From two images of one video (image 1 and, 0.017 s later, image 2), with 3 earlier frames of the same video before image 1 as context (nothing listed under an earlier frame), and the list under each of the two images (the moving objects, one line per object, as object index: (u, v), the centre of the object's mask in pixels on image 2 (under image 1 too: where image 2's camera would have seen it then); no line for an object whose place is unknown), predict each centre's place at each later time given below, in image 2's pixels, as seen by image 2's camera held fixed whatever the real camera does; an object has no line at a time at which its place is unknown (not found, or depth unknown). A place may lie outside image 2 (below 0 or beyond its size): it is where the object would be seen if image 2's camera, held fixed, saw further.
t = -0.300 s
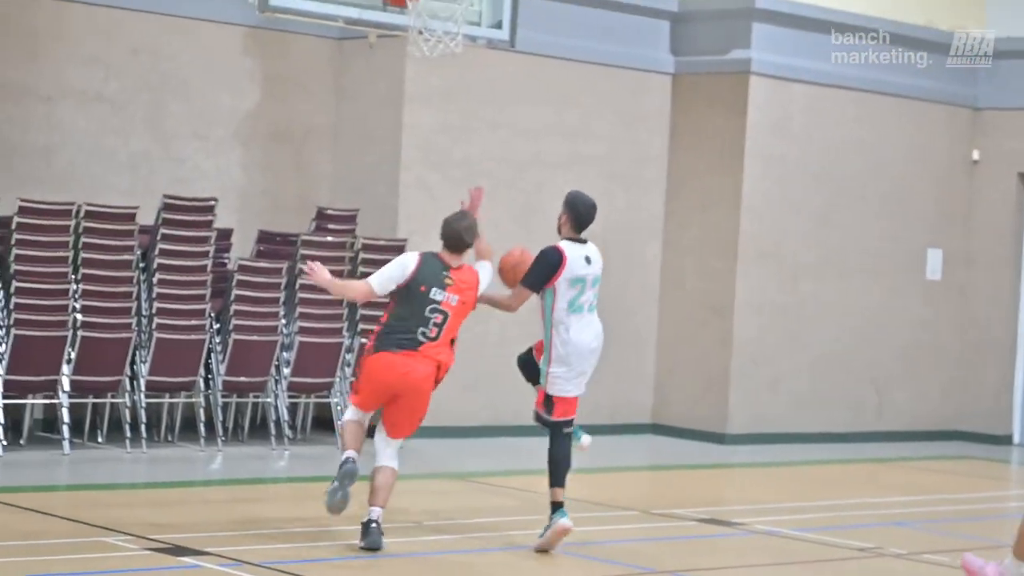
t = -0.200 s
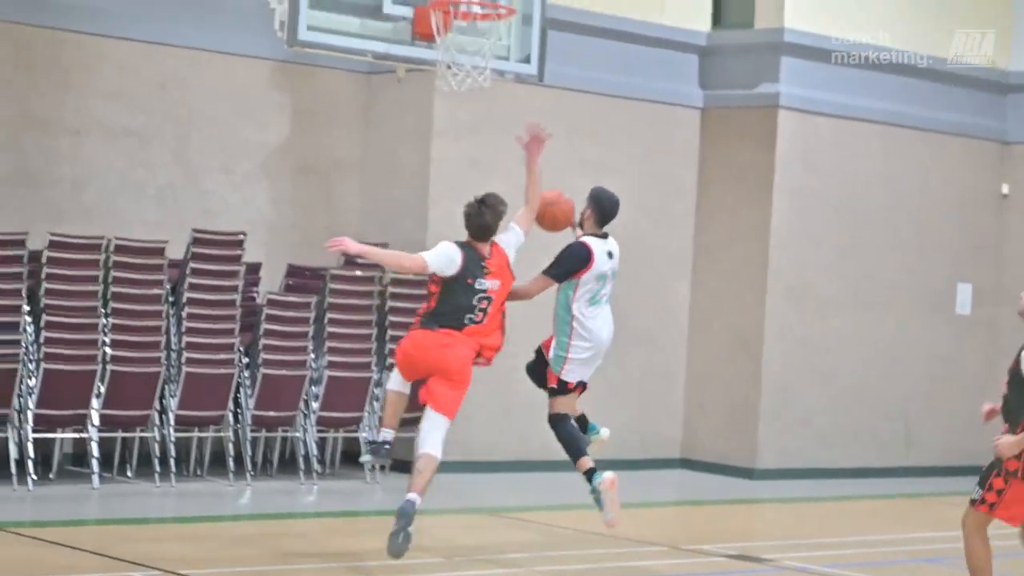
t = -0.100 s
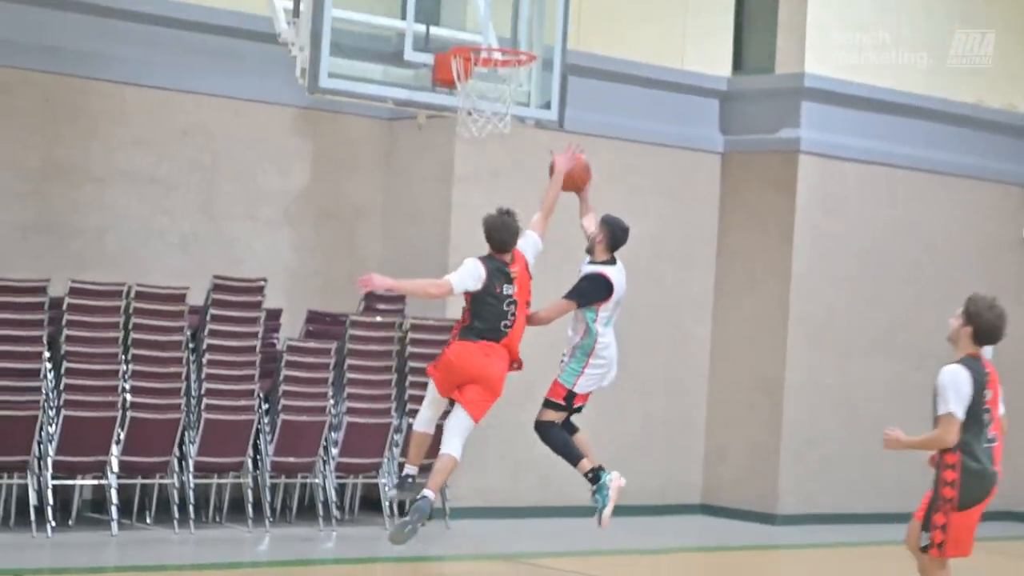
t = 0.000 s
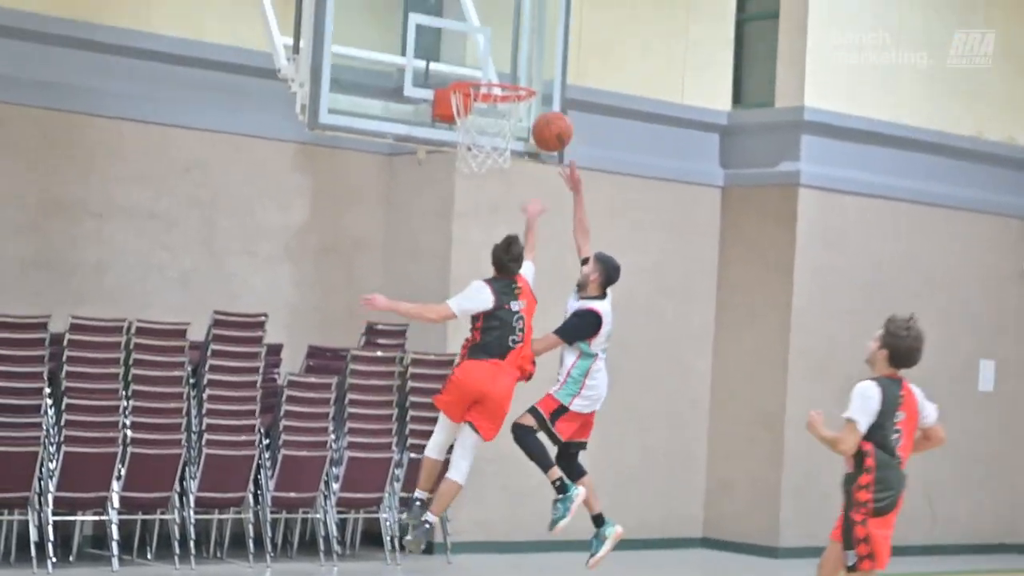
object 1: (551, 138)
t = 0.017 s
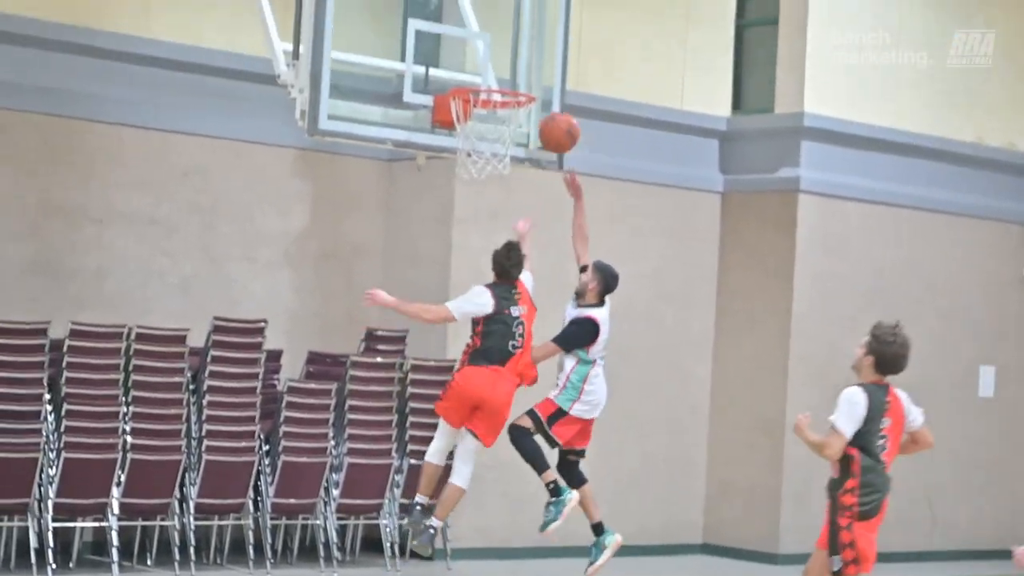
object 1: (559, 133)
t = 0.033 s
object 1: (566, 127)
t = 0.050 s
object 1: (575, 123)
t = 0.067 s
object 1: (582, 119)
